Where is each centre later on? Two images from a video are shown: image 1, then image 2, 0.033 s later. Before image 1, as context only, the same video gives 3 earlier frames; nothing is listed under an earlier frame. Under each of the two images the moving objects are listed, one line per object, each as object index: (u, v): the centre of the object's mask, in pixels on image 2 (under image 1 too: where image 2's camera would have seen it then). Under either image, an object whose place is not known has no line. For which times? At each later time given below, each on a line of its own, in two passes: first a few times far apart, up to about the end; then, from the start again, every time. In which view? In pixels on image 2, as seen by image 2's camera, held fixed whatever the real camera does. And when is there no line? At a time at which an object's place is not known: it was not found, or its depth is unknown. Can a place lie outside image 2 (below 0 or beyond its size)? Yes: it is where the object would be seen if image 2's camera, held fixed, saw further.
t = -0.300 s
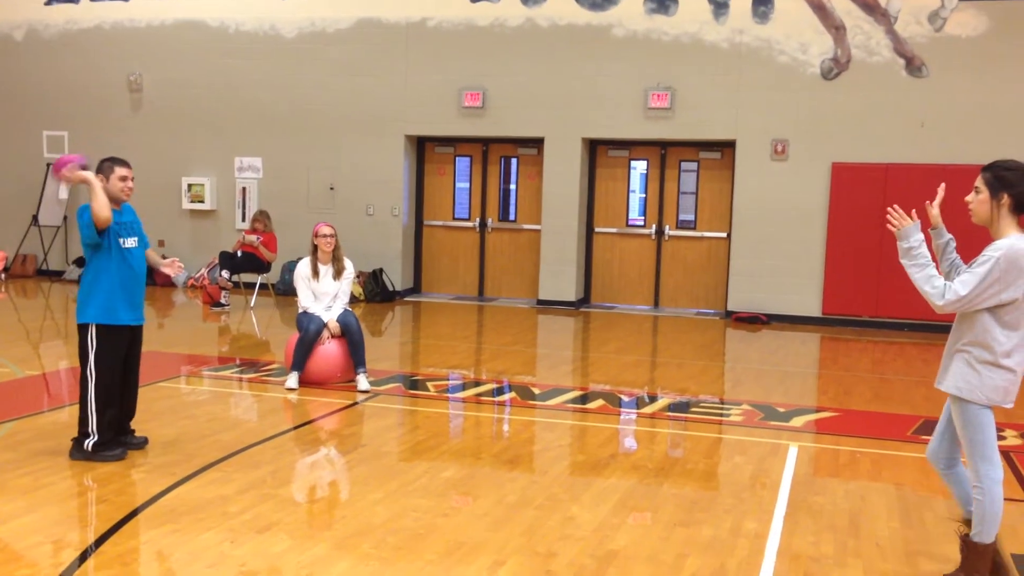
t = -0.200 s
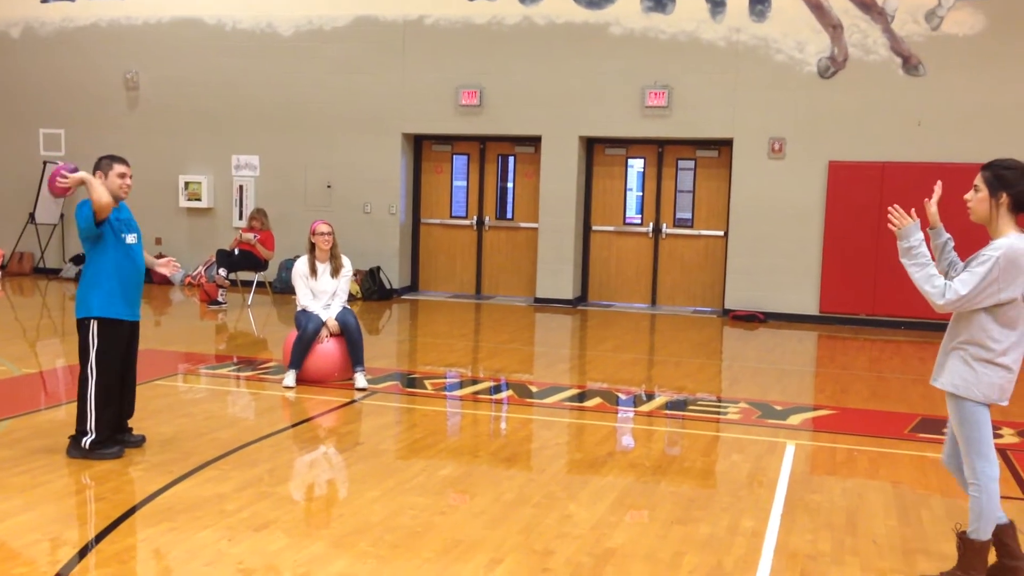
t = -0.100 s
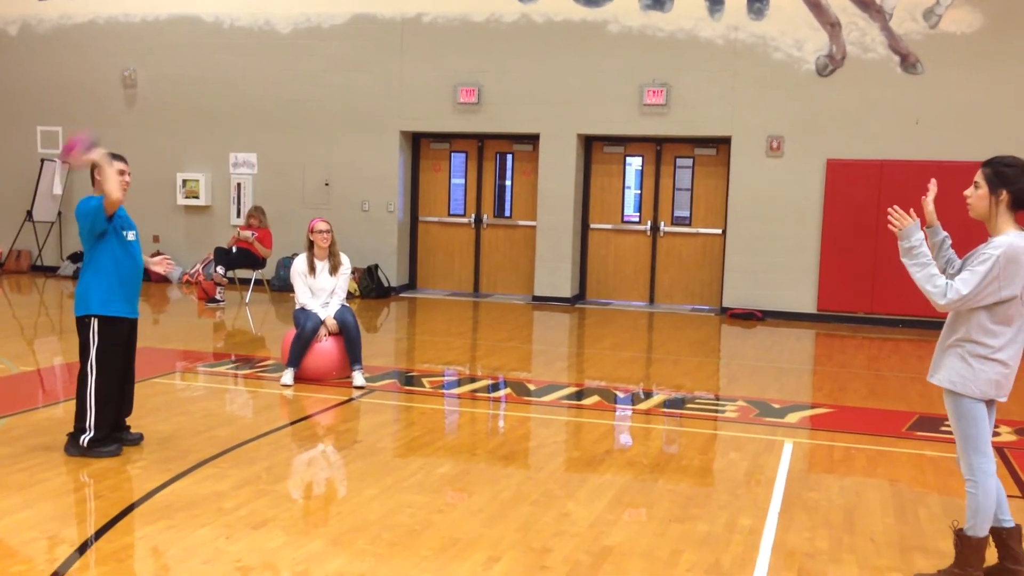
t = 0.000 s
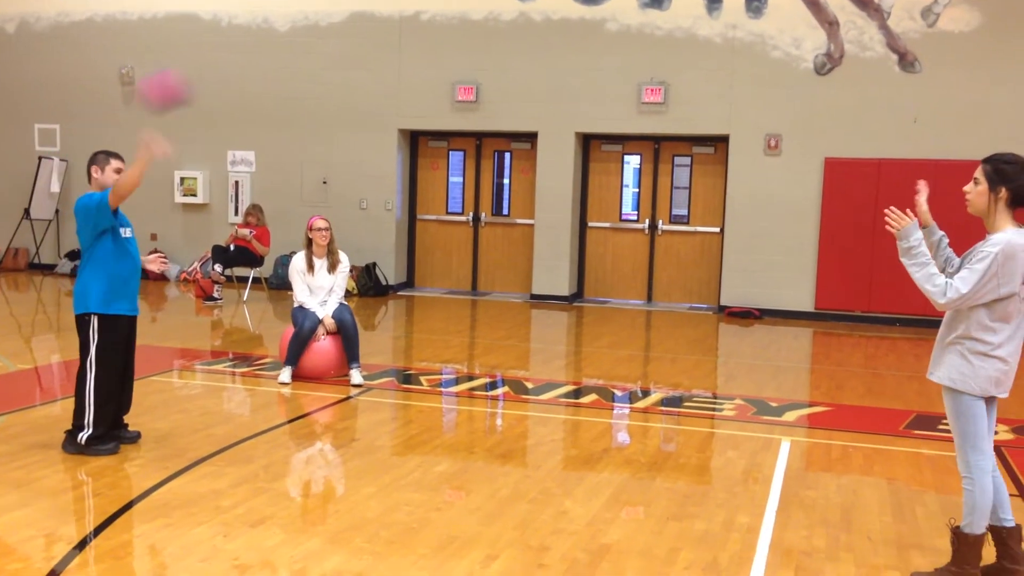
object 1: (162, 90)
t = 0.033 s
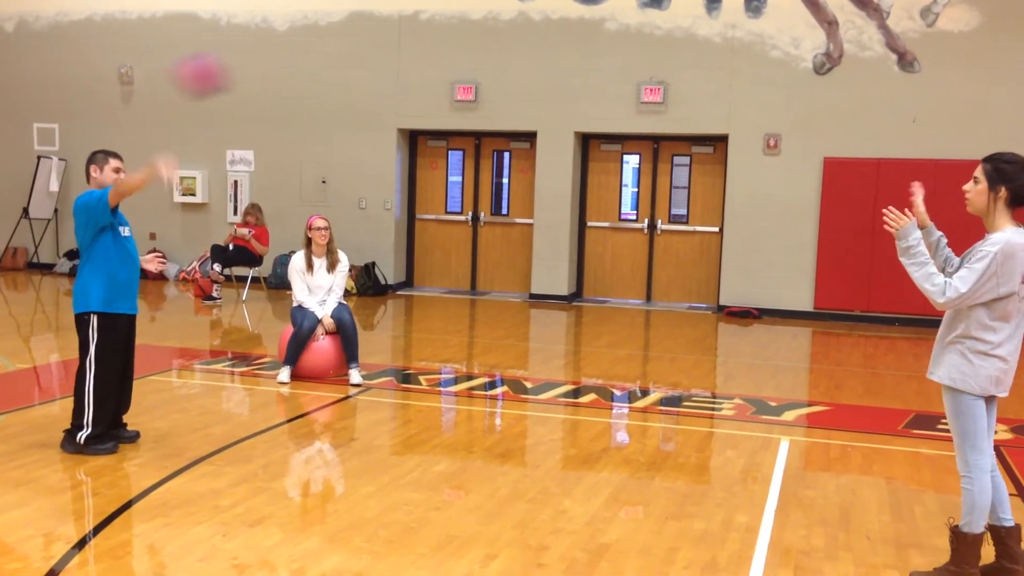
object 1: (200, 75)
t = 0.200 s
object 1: (405, 36)
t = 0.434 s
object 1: (716, 81)
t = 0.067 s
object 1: (240, 63)
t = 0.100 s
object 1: (280, 52)
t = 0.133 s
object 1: (320, 45)
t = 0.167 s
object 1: (363, 40)
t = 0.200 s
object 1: (405, 36)
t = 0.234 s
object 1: (447, 35)
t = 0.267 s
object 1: (490, 37)
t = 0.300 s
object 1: (533, 41)
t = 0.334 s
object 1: (577, 45)
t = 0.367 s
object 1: (624, 55)
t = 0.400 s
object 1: (669, 65)
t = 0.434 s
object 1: (716, 81)
